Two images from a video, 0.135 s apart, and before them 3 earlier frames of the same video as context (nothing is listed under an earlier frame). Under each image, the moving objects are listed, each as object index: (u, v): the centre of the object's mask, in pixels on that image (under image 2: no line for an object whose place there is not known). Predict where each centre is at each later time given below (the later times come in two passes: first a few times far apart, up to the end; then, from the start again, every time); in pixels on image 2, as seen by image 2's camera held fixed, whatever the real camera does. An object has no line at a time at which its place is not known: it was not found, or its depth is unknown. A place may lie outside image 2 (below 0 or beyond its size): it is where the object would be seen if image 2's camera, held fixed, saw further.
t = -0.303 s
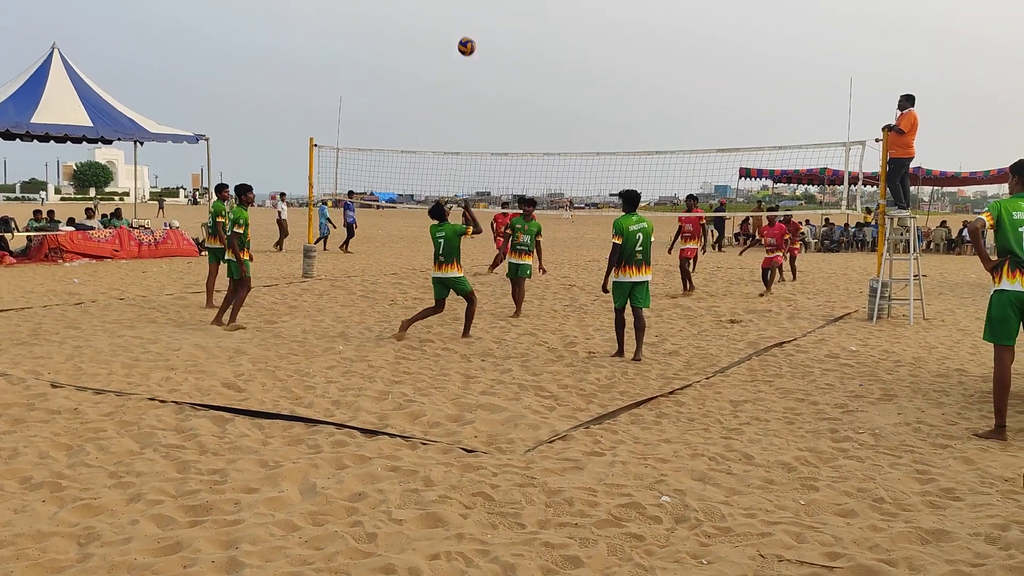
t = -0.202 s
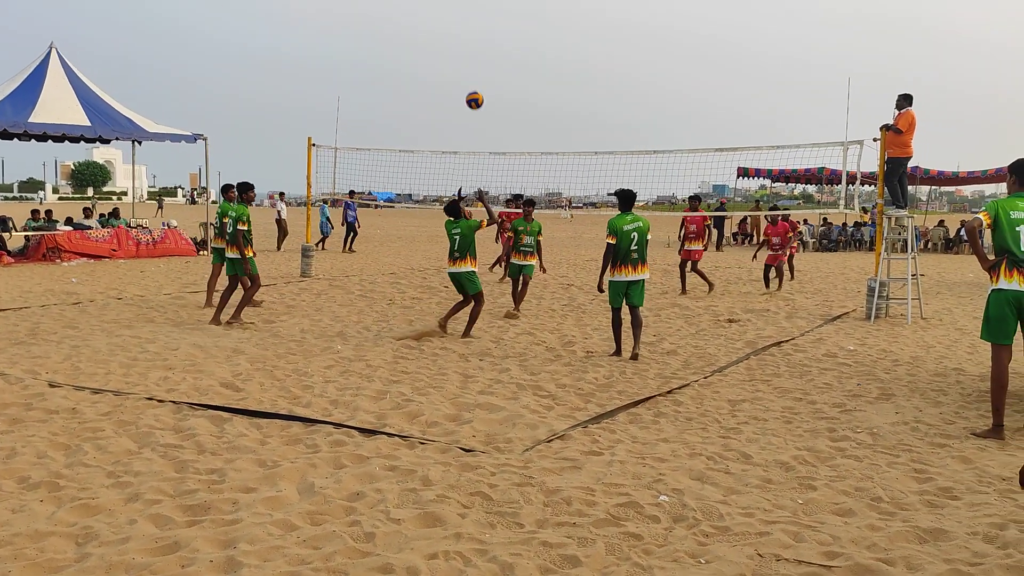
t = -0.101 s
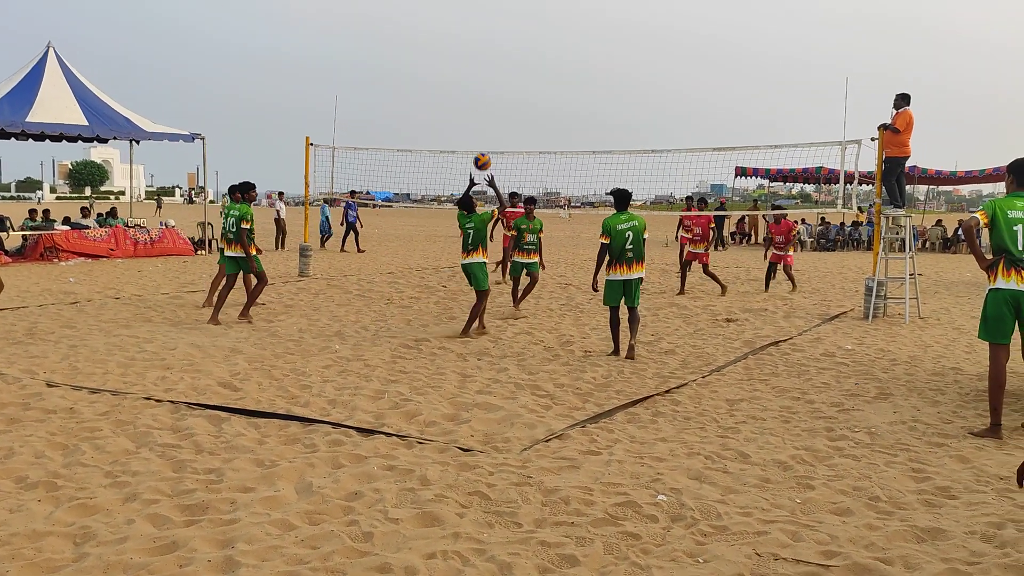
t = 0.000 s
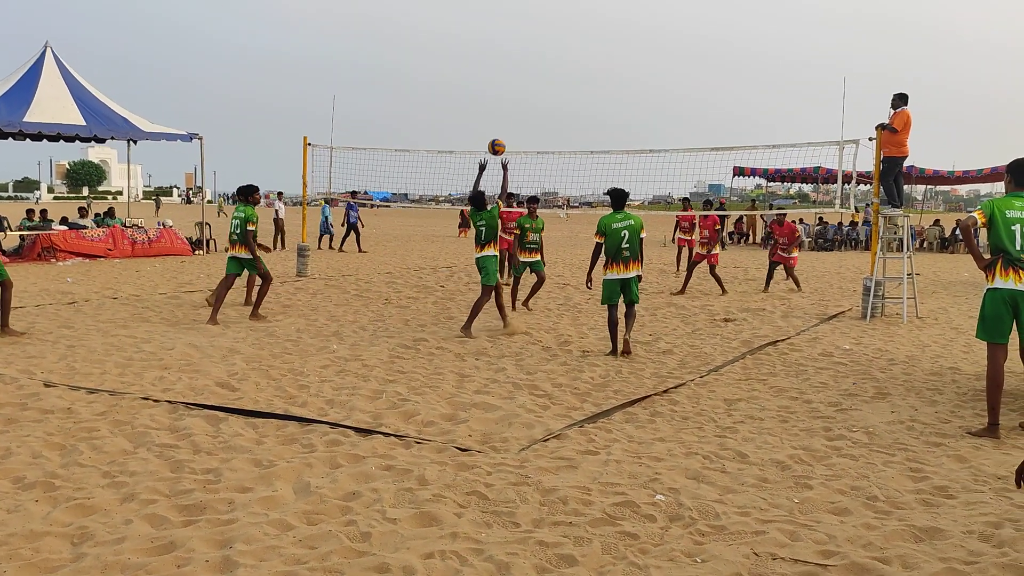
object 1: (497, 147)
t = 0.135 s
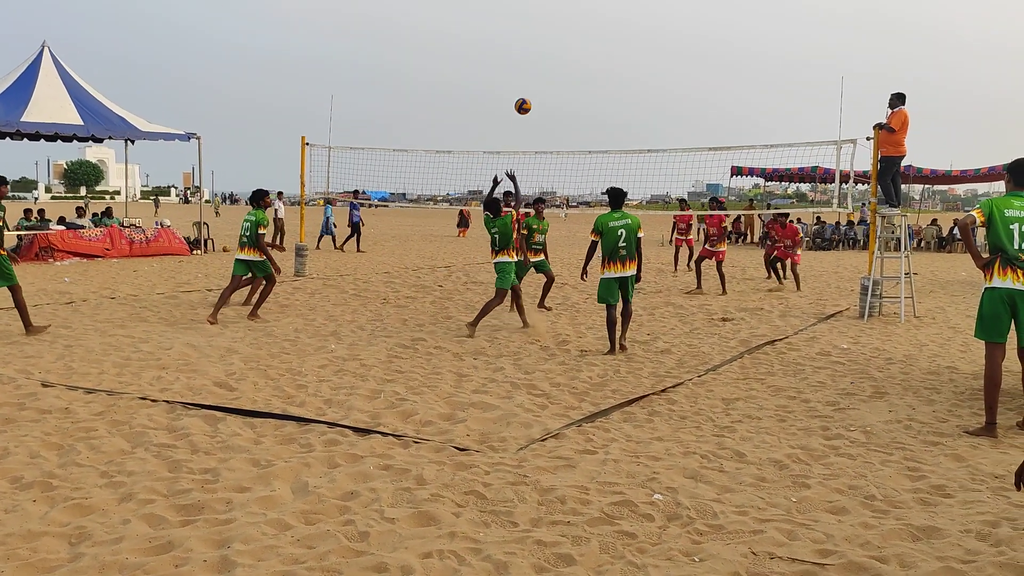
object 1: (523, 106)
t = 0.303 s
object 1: (553, 79)
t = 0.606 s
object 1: (600, 83)
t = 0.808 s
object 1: (624, 118)
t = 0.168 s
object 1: (529, 99)
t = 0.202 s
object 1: (536, 92)
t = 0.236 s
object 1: (542, 87)
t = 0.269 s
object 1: (547, 83)
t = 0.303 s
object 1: (553, 79)
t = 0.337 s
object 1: (559, 77)
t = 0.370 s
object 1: (565, 74)
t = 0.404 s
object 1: (570, 73)
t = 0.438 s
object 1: (575, 73)
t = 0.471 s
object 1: (580, 74)
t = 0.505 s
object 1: (586, 75)
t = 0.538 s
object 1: (591, 77)
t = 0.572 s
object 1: (595, 80)
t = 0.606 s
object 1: (600, 83)
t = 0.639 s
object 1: (604, 87)
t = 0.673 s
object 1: (609, 92)
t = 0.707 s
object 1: (613, 98)
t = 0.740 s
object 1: (617, 104)
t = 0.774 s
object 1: (620, 111)
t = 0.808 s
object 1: (624, 118)
